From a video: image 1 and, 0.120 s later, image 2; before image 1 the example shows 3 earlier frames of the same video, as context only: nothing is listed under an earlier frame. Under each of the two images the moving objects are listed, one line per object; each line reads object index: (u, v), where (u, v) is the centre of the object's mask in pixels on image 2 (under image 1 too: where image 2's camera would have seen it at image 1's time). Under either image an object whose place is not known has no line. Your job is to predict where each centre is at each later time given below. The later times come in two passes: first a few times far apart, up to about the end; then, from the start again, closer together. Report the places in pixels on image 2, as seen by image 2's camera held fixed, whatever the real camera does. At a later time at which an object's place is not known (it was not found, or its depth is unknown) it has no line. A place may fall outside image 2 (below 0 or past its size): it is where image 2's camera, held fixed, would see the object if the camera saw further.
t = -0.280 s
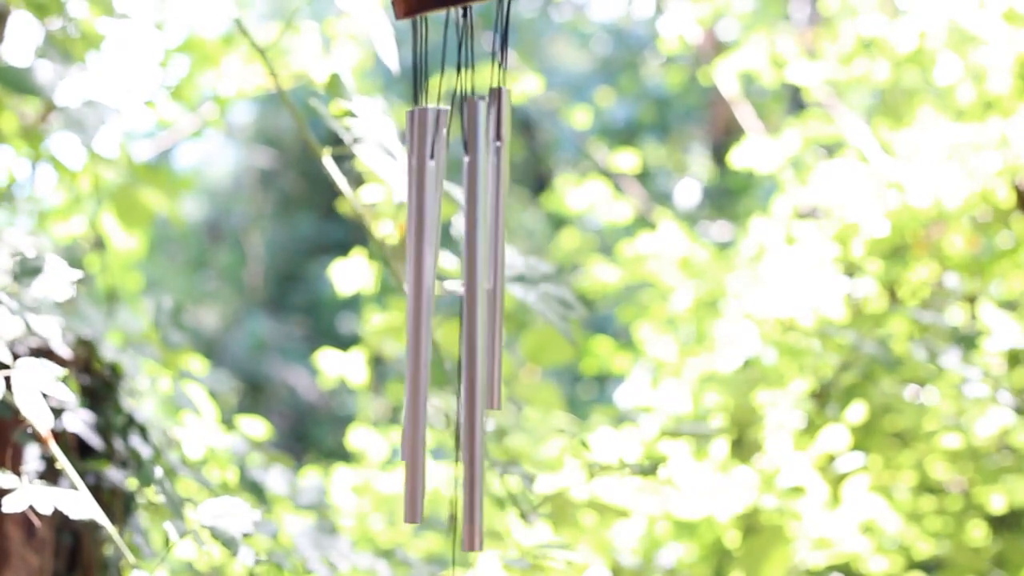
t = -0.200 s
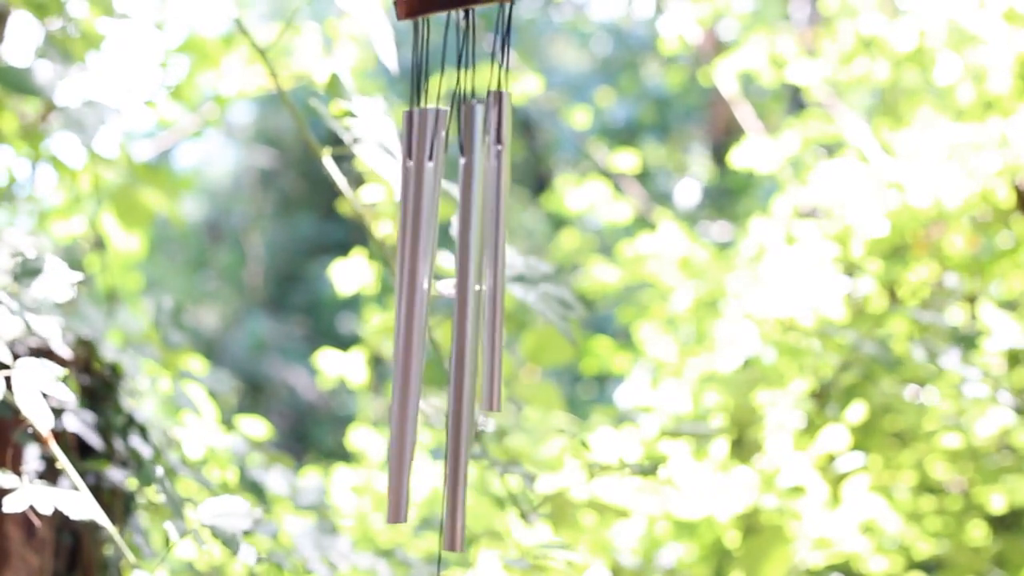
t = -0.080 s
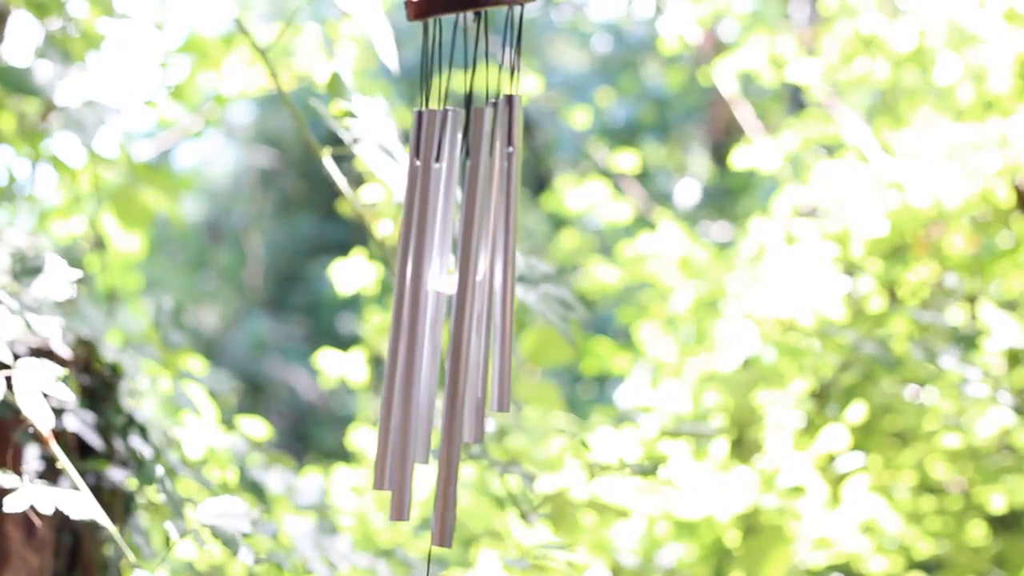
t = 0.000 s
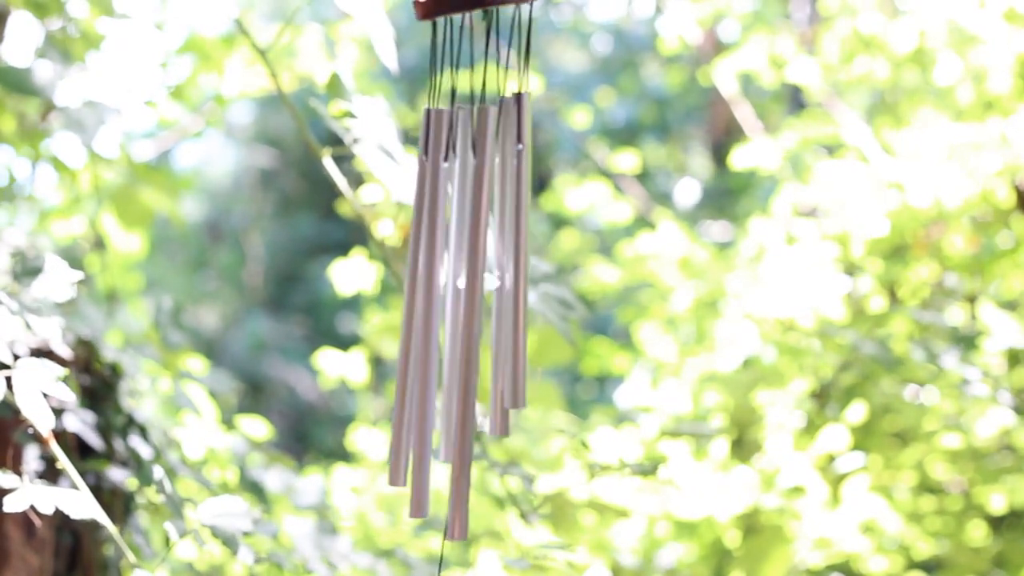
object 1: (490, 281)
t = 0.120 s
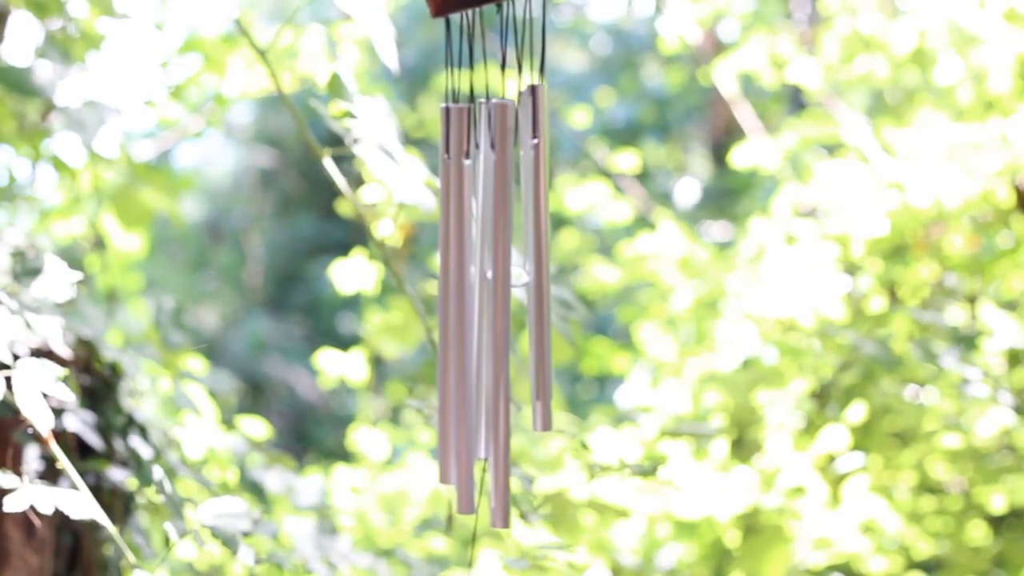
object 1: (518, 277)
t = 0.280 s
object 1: (515, 273)
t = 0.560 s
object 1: (521, 269)
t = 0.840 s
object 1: (438, 264)
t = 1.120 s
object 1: (424, 272)
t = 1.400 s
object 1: (489, 269)
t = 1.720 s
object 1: (517, 268)
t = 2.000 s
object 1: (457, 271)
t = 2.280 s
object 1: (437, 270)
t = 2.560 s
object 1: (440, 285)
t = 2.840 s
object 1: (505, 280)
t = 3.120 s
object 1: (488, 282)
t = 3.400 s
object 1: (466, 291)
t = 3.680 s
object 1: (453, 300)
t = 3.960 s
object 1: (511, 299)
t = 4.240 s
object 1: (499, 295)
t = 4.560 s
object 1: (439, 291)
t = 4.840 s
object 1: (463, 291)
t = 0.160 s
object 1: (525, 278)
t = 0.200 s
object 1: (500, 277)
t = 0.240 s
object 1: (509, 276)
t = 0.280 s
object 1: (515, 273)
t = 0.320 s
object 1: (519, 272)
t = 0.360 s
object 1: (520, 273)
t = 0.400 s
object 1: (516, 276)
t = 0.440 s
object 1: (545, 269)
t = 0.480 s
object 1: (539, 269)
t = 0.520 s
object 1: (531, 269)
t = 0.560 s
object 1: (521, 269)
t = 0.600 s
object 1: (512, 269)
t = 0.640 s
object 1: (499, 268)
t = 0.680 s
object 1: (486, 266)
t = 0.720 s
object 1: (472, 264)
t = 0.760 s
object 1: (458, 262)
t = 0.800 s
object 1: (449, 264)
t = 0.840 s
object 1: (438, 264)
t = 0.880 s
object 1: (424, 266)
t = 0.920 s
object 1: (419, 267)
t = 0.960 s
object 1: (414, 268)
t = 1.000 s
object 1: (412, 270)
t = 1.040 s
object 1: (414, 271)
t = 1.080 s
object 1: (419, 271)
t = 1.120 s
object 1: (424, 272)
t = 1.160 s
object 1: (430, 273)
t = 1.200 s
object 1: (441, 267)
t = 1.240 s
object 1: (450, 267)
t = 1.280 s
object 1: (461, 270)
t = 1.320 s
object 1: (472, 271)
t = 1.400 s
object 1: (489, 269)
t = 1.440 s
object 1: (498, 270)
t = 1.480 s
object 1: (506, 273)
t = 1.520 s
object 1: (512, 281)
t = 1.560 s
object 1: (514, 278)
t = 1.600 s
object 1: (542, 267)
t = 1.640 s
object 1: (533, 267)
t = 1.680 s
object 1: (525, 266)
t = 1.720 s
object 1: (517, 268)
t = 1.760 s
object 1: (510, 268)
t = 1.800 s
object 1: (501, 269)
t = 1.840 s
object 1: (493, 270)
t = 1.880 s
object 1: (485, 270)
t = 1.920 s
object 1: (477, 270)
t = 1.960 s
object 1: (466, 270)
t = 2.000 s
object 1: (457, 271)
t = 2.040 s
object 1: (446, 271)
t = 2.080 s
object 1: (439, 274)
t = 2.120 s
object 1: (431, 273)
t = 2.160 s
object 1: (430, 274)
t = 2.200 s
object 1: (426, 274)
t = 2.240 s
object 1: (430, 270)
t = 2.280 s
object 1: (437, 270)
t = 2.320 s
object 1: (442, 271)
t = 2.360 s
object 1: (448, 269)
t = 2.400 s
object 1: (421, 274)
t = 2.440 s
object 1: (426, 278)
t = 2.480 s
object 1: (430, 281)
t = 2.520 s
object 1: (436, 282)
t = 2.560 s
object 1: (440, 285)
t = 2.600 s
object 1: (444, 286)
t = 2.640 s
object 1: (481, 286)
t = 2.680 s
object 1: (480, 287)
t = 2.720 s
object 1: (476, 287)
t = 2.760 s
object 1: (463, 281)
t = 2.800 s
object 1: (505, 281)
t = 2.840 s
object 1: (505, 280)
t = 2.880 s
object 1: (502, 279)
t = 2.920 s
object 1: (497, 283)
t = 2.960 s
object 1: (496, 284)
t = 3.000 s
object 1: (495, 284)
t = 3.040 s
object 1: (496, 283)
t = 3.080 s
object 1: (493, 282)
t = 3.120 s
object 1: (488, 282)
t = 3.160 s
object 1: (485, 285)
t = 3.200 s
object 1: (481, 285)
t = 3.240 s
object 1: (476, 286)
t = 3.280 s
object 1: (472, 287)
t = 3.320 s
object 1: (471, 289)
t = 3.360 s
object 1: (468, 290)
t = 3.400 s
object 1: (466, 291)
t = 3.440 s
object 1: (467, 292)
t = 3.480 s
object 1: (463, 295)
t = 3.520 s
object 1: (464, 294)
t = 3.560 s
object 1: (467, 295)
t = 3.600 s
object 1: (439, 294)
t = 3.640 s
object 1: (447, 299)
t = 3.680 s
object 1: (453, 300)
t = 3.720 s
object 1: (460, 301)
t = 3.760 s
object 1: (501, 300)
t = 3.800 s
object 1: (506, 301)
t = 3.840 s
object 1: (509, 301)
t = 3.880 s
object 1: (511, 299)
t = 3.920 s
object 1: (512, 298)
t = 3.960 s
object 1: (511, 299)
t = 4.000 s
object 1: (511, 300)
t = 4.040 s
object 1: (512, 300)
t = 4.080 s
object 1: (513, 299)
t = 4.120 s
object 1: (514, 297)
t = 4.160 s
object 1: (511, 294)
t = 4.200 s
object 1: (507, 294)
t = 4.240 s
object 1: (499, 295)
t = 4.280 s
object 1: (485, 297)
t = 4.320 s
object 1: (478, 297)
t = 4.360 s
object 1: (441, 294)
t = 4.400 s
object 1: (440, 292)
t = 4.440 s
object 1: (439, 290)
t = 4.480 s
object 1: (439, 291)
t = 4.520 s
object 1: (438, 290)
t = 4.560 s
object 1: (439, 291)
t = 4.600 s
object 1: (440, 290)
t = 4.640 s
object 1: (442, 288)
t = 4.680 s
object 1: (447, 288)
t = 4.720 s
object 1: (451, 288)
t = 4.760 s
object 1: (453, 290)
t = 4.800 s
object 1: (458, 291)
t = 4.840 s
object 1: (463, 291)
